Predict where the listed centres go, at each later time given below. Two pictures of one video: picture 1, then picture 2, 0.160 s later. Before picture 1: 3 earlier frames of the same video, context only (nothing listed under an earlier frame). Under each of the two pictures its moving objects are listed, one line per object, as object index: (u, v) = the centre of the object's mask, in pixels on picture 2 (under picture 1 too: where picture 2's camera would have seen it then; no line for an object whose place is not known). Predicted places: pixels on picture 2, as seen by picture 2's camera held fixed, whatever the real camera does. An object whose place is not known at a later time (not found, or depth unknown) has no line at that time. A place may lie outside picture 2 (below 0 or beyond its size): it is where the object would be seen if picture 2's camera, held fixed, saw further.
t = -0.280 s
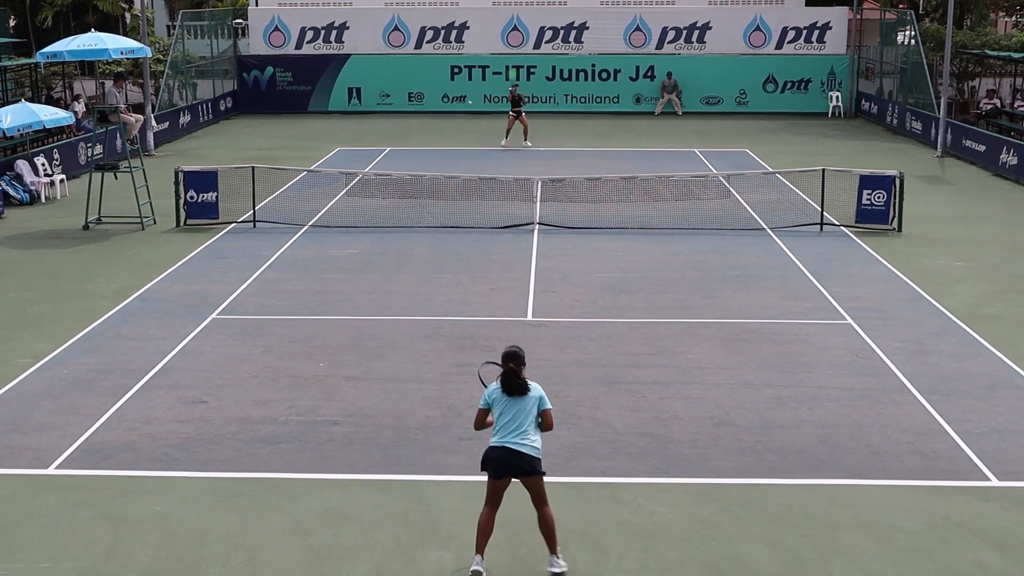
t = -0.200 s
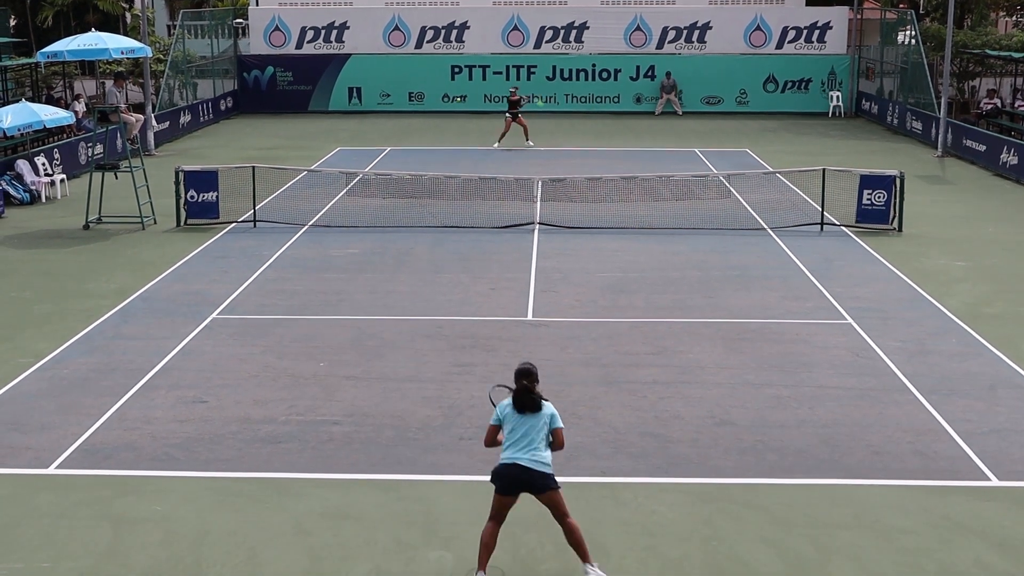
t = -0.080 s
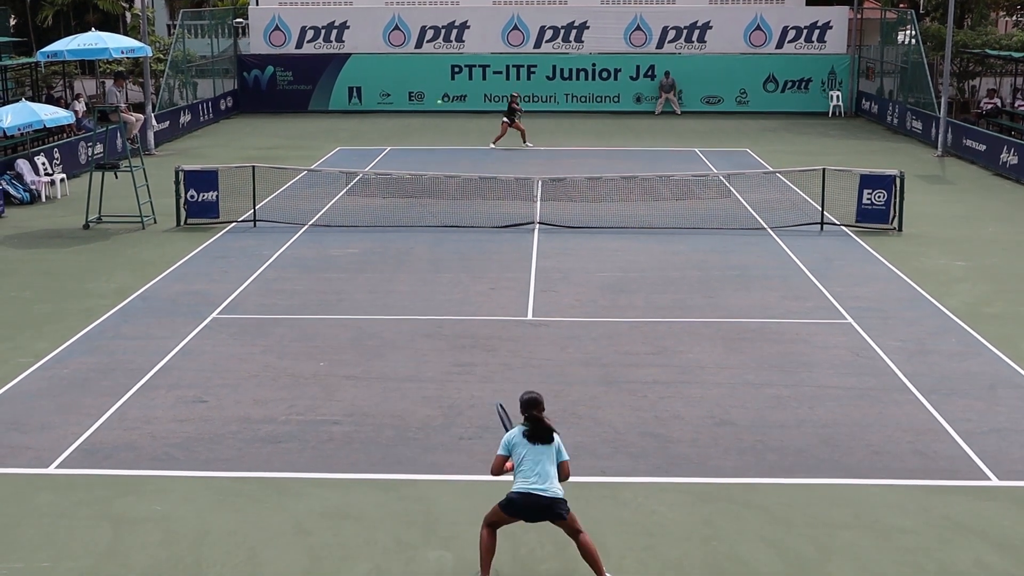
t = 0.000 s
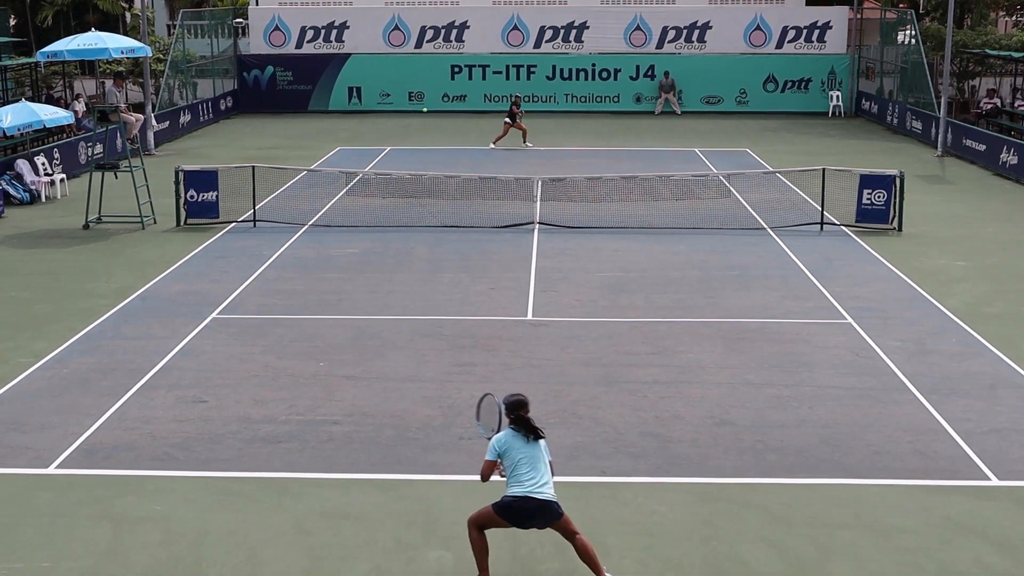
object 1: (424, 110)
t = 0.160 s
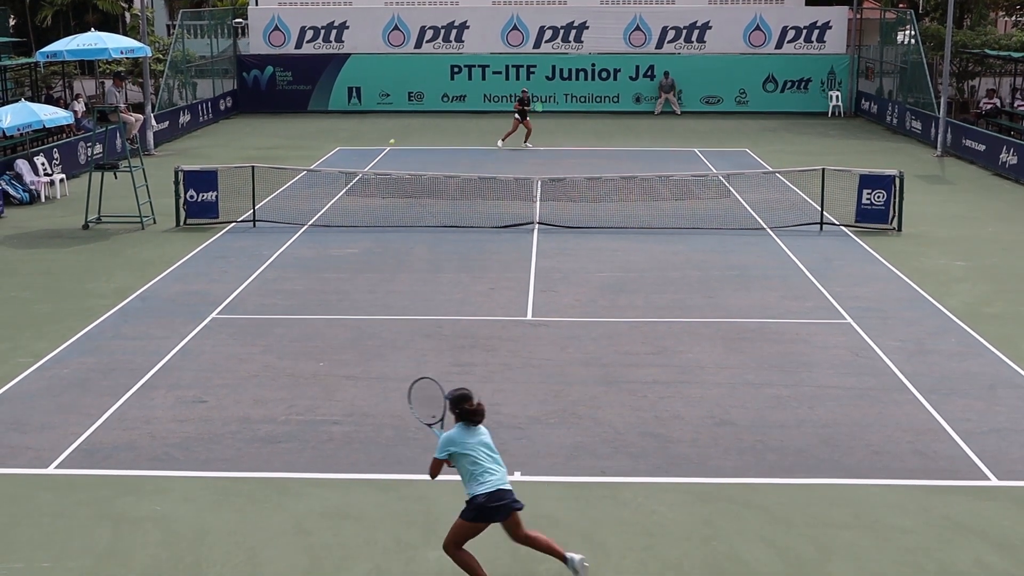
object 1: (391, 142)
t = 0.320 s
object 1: (353, 201)
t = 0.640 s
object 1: (263, 297)
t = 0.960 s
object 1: (149, 319)
